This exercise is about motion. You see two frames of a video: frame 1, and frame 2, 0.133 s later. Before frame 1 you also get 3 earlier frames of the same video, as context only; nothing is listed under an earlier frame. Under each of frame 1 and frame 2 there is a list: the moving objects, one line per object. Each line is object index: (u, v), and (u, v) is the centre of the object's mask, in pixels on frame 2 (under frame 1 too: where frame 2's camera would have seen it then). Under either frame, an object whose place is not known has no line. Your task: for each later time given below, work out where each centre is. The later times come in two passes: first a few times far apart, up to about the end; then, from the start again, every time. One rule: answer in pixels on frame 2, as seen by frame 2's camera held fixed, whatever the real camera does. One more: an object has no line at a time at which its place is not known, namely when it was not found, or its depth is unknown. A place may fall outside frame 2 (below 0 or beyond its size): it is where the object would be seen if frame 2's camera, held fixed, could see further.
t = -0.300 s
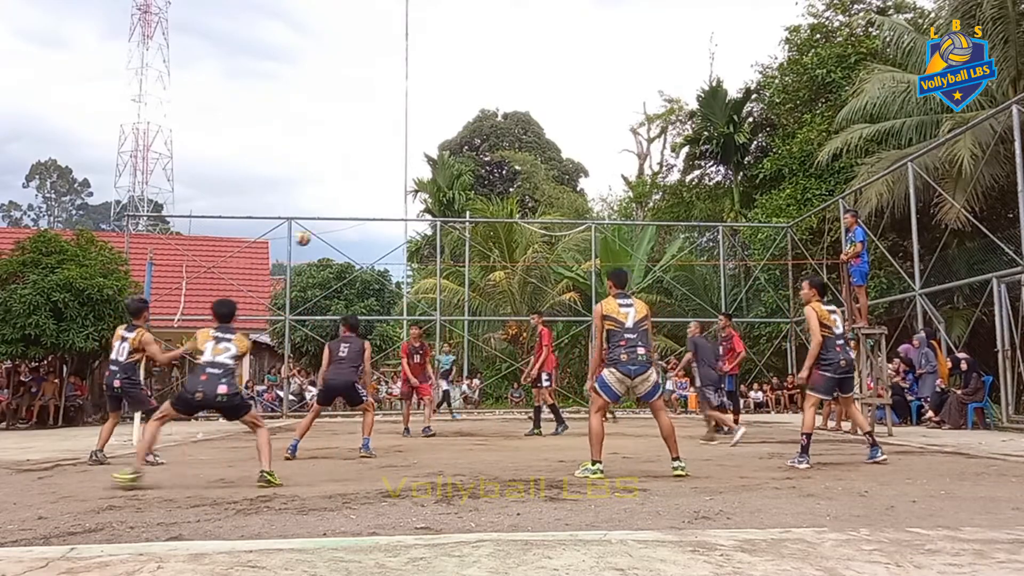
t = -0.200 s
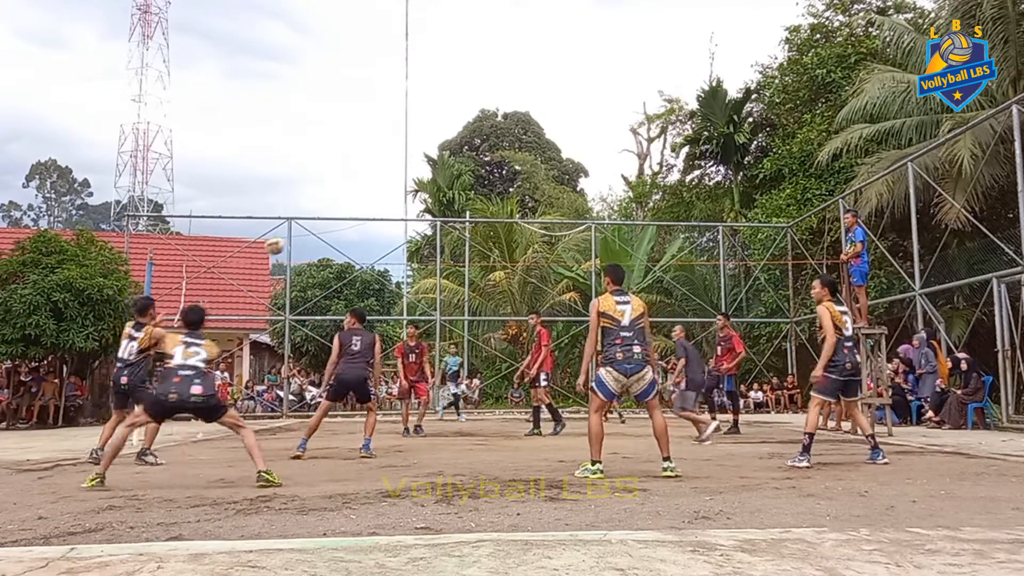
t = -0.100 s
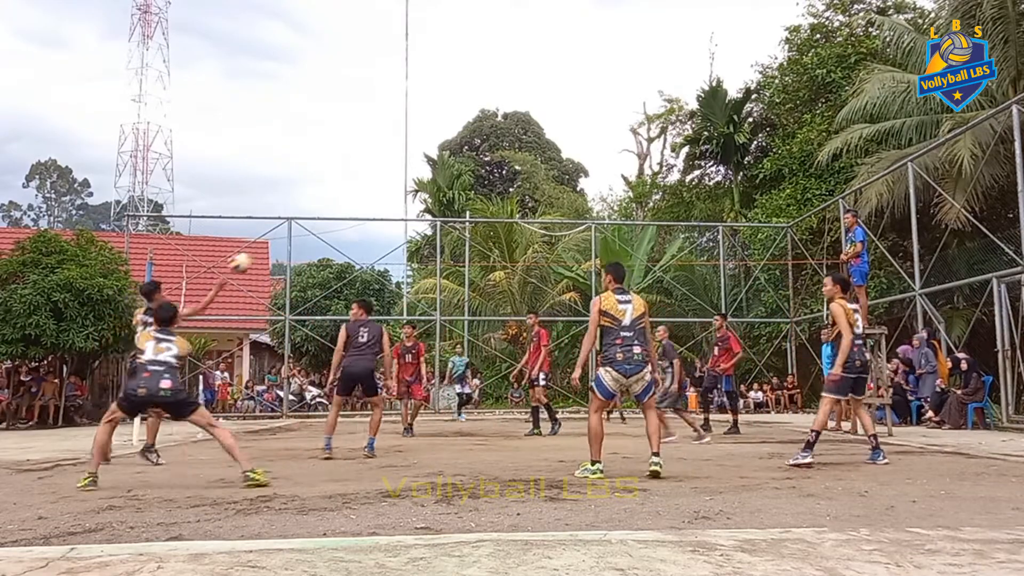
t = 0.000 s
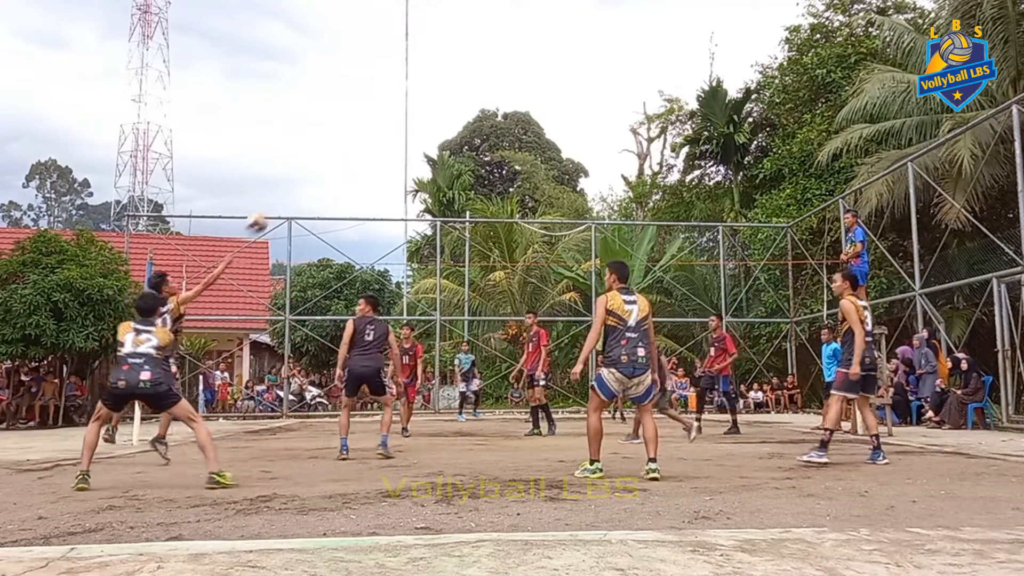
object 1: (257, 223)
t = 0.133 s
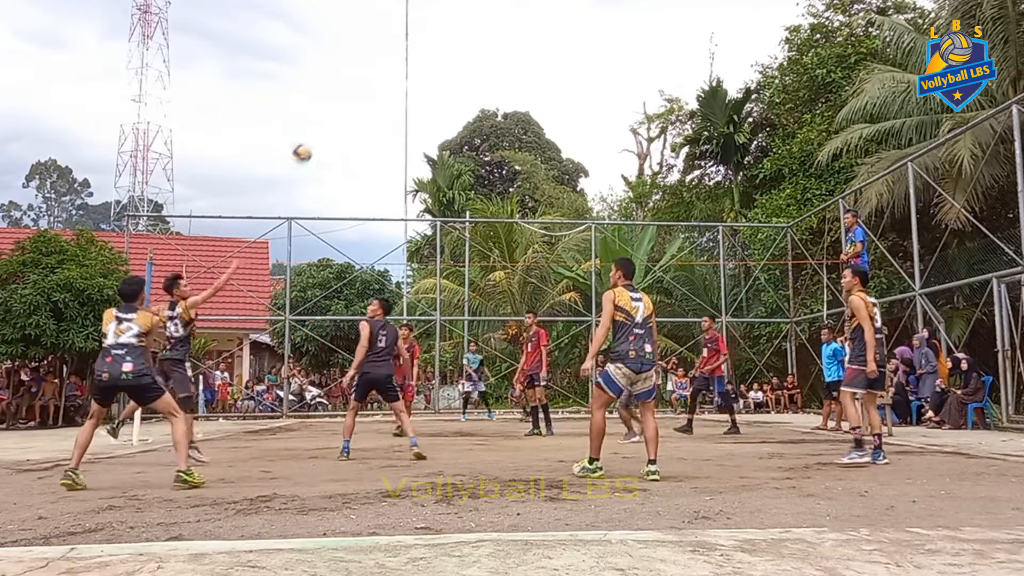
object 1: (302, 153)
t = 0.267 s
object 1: (349, 97)
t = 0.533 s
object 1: (448, 31)
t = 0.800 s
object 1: (557, 41)
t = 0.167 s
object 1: (313, 137)
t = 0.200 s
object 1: (325, 124)
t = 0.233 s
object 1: (336, 109)
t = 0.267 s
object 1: (349, 97)
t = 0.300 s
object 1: (360, 85)
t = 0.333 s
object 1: (373, 74)
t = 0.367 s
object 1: (385, 65)
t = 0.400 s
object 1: (398, 57)
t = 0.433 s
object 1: (410, 49)
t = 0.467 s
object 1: (422, 43)
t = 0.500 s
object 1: (435, 36)
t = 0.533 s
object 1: (448, 31)
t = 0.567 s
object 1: (461, 30)
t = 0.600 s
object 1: (474, 26)
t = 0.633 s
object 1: (488, 25)
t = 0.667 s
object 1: (501, 26)
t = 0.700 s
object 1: (515, 28)
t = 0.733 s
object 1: (529, 30)
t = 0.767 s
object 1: (543, 36)
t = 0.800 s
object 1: (557, 41)
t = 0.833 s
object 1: (572, 48)
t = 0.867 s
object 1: (586, 56)
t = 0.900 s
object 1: (602, 67)
